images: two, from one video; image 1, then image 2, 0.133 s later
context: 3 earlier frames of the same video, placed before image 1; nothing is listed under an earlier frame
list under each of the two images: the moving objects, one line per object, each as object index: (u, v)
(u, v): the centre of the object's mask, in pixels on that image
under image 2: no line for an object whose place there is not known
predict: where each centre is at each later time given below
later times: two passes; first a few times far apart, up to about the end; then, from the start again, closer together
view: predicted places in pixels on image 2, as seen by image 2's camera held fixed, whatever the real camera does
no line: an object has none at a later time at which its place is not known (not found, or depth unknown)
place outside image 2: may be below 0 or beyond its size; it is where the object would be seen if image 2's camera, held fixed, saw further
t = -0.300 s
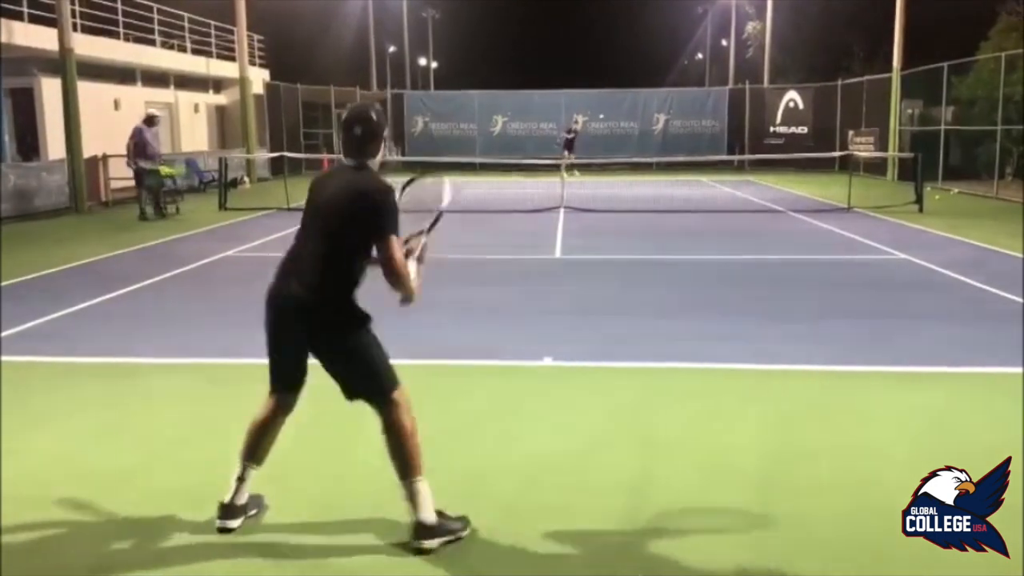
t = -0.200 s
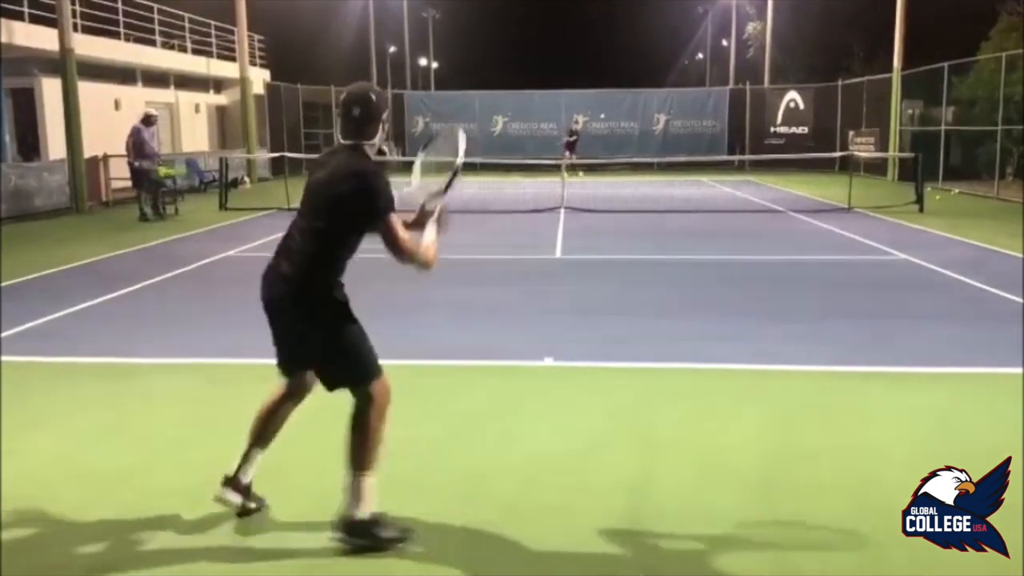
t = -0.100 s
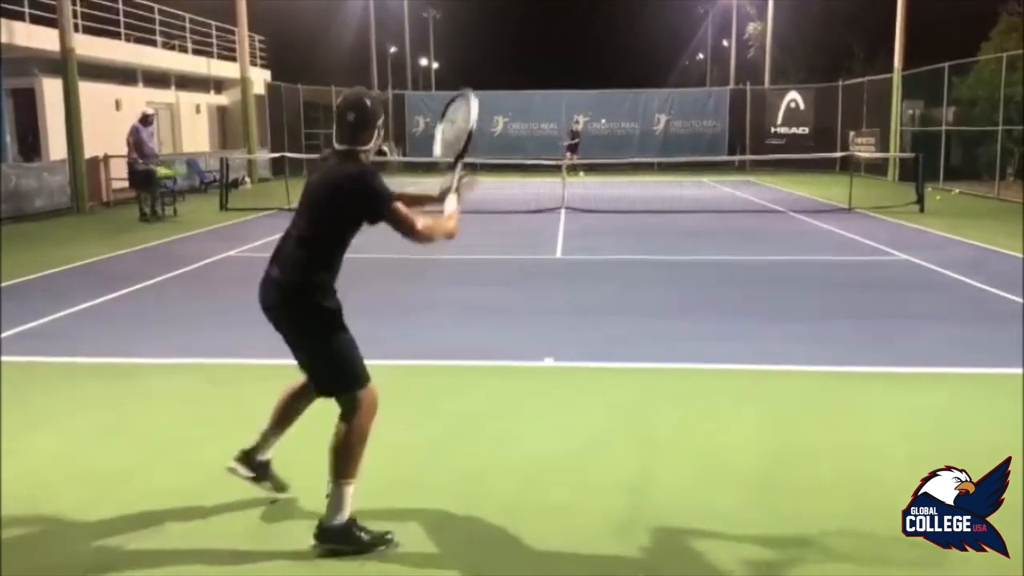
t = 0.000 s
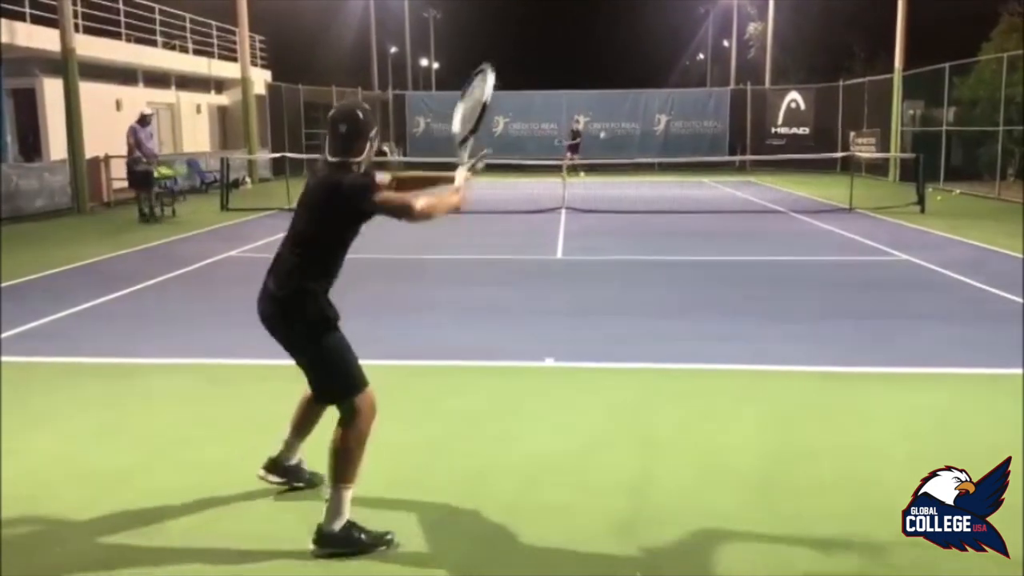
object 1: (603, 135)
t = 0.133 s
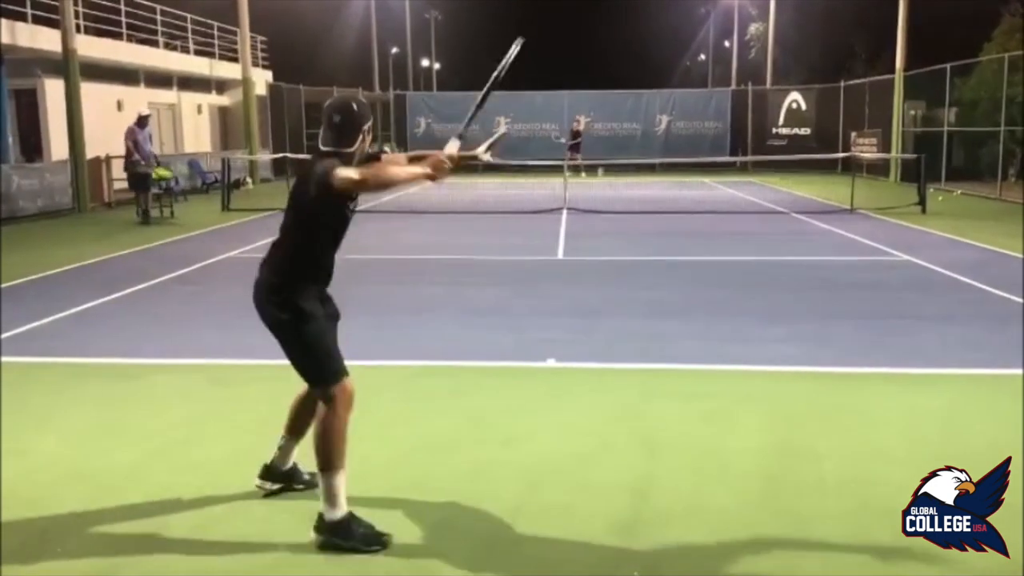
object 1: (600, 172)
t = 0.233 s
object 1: (595, 221)
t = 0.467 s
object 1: (586, 235)
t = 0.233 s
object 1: (595, 221)
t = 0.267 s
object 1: (594, 237)
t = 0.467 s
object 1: (586, 235)
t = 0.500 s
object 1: (585, 224)
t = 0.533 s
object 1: (583, 215)
